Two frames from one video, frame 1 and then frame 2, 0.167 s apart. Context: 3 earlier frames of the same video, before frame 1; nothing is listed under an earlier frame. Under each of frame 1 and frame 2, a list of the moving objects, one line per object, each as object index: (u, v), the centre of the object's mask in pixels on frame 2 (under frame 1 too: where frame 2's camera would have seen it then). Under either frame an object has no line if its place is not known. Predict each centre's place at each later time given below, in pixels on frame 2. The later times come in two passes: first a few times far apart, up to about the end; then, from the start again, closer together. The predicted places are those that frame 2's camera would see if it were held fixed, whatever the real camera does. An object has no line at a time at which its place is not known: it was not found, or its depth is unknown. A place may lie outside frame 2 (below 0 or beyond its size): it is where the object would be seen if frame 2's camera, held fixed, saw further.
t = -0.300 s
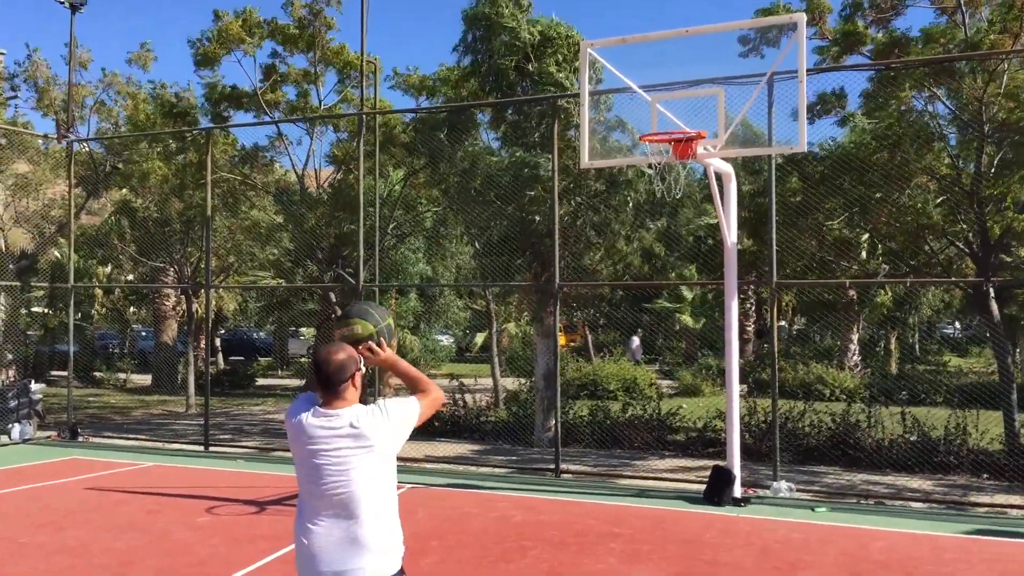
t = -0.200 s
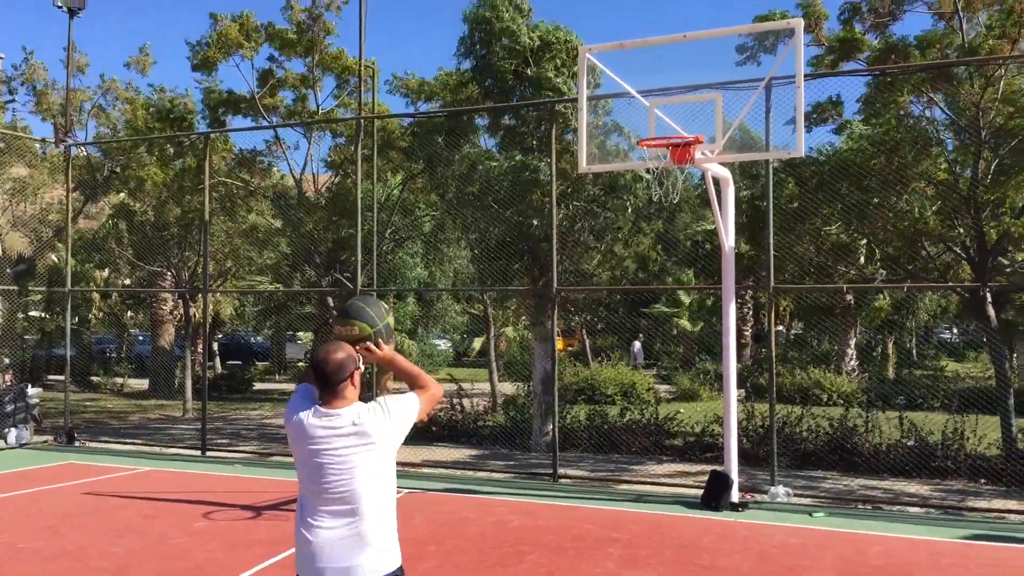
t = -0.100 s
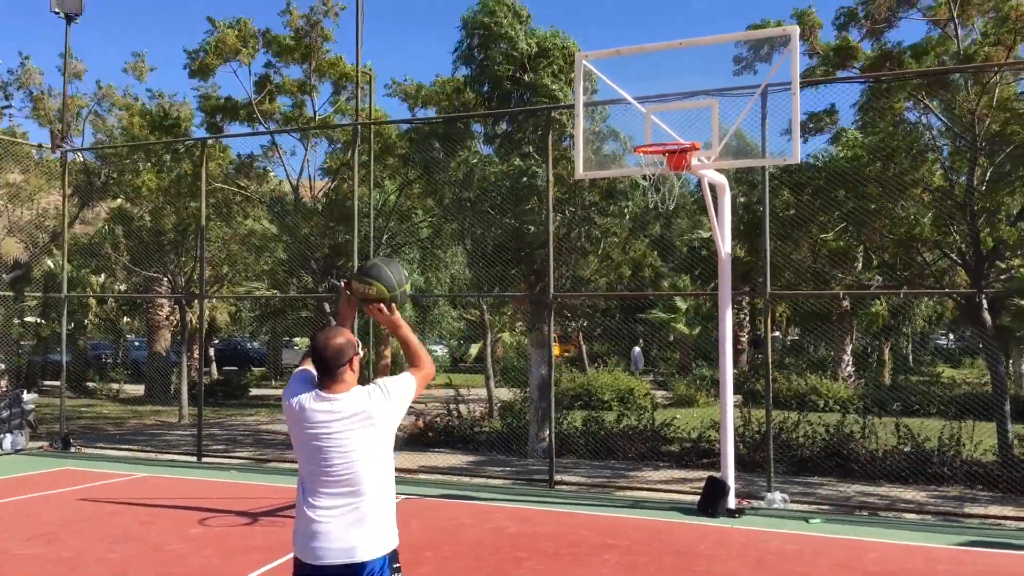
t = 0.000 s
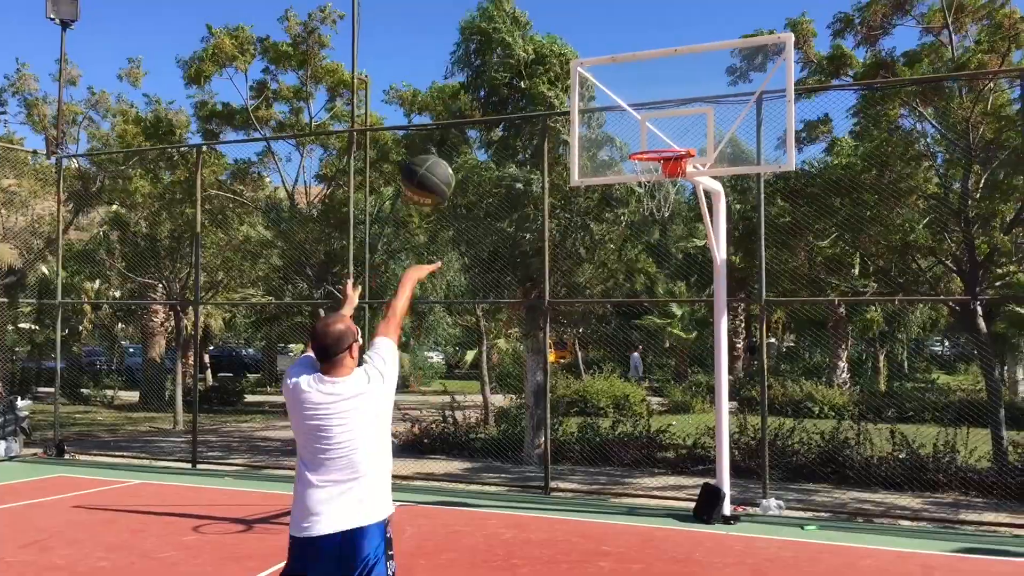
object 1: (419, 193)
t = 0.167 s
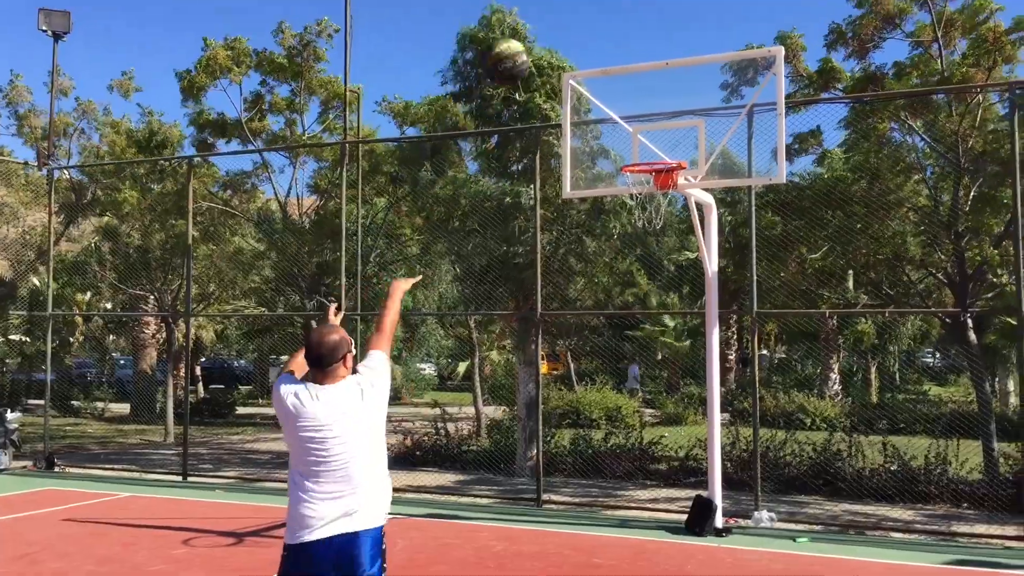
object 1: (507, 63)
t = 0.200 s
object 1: (519, 44)
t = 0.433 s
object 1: (605, -5)
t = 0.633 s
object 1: (661, 21)
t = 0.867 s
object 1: (710, 116)
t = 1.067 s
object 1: (718, 195)
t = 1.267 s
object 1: (712, 315)
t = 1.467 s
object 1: (705, 517)
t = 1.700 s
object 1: (697, 512)
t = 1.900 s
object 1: (688, 435)
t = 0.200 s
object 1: (519, 44)
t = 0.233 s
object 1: (533, 30)
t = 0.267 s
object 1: (546, 18)
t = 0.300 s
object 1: (559, 9)
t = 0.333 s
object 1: (571, 4)
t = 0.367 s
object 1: (583, 0)
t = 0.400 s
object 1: (594, -3)
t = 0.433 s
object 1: (605, -5)
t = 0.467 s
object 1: (615, -5)
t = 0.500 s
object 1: (625, -4)
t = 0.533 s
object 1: (634, 0)
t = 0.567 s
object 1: (643, 6)
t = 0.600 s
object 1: (652, 13)
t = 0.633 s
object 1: (661, 21)
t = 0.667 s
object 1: (669, 32)
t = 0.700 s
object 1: (676, 43)
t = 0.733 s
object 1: (683, 55)
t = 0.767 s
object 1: (690, 69)
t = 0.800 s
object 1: (697, 83)
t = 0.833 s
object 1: (704, 99)
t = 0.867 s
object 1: (710, 116)
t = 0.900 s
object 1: (716, 134)
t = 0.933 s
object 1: (722, 152)
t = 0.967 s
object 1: (721, 161)
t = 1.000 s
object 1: (721, 170)
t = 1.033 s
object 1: (720, 181)
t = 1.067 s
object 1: (718, 195)
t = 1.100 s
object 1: (717, 209)
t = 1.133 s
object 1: (716, 226)
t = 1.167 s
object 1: (715, 245)
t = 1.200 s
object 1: (714, 266)
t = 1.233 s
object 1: (715, 288)
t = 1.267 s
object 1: (712, 315)
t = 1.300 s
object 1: (714, 342)
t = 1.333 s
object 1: (710, 372)
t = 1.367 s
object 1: (709, 405)
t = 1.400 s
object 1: (707, 439)
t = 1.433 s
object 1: (706, 478)
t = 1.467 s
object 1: (705, 517)
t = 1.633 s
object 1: (700, 545)
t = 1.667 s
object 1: (699, 526)
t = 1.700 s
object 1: (697, 512)
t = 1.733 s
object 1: (698, 503)
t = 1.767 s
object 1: (696, 478)
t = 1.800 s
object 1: (694, 465)
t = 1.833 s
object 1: (692, 453)
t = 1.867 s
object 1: (690, 444)
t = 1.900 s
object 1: (688, 435)
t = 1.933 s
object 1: (688, 428)
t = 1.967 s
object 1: (686, 424)
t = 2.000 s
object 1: (684, 422)
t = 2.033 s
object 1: (682, 422)
